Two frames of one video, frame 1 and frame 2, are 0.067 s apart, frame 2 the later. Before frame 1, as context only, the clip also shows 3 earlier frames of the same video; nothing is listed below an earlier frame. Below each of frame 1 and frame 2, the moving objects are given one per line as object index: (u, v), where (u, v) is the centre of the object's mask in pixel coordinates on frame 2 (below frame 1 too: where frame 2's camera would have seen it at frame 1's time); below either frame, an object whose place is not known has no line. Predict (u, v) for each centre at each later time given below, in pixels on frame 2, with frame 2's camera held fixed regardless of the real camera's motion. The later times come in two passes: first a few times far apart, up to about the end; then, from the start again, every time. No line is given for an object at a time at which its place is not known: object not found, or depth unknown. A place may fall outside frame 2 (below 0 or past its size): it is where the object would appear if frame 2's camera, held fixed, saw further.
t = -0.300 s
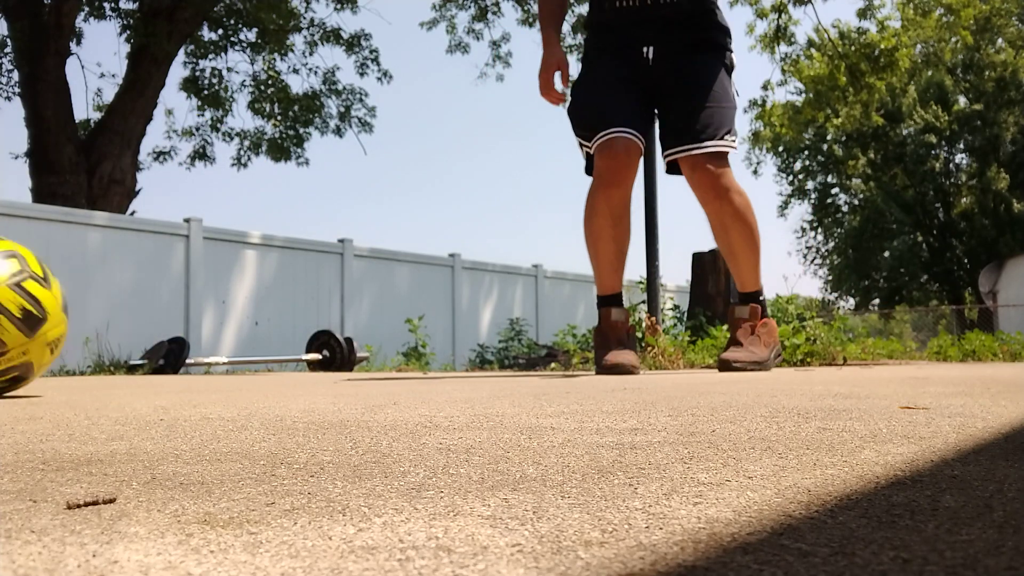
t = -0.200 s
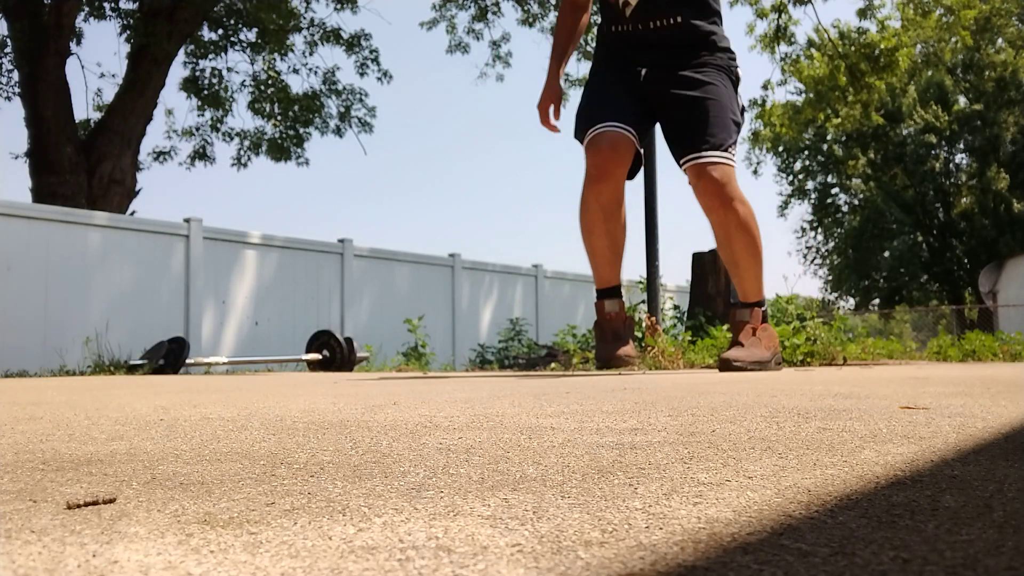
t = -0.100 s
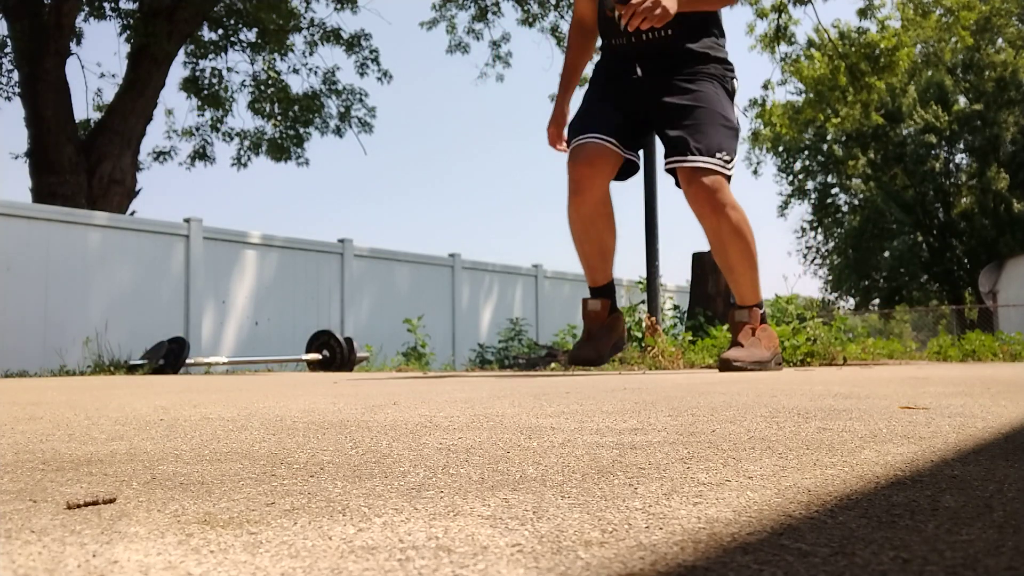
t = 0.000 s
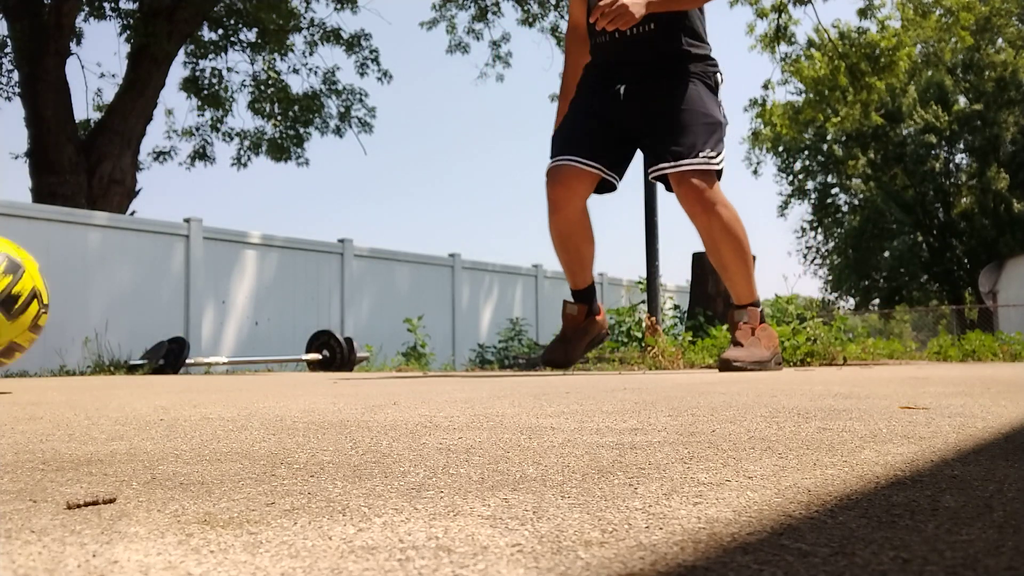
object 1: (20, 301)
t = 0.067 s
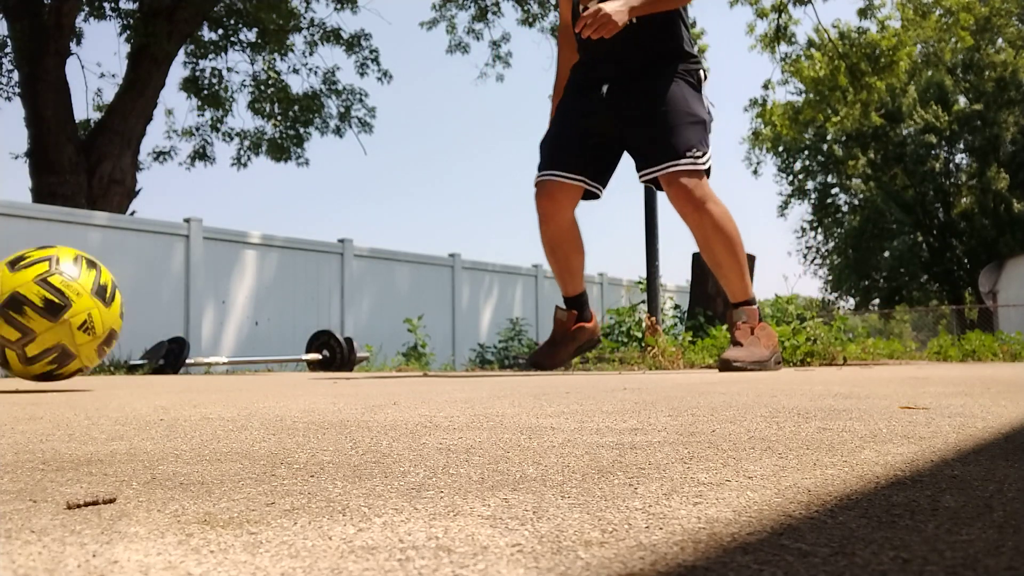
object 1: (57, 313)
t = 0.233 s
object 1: (166, 329)
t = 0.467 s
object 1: (260, 326)
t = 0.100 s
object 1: (75, 305)
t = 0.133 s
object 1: (101, 304)
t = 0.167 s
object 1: (125, 309)
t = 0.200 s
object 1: (147, 319)
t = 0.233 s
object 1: (166, 329)
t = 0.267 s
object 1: (182, 320)
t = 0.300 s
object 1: (196, 318)
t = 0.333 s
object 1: (210, 321)
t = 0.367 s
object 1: (224, 329)
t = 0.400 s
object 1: (236, 328)
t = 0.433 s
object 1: (248, 324)
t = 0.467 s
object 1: (260, 326)
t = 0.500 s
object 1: (271, 332)
